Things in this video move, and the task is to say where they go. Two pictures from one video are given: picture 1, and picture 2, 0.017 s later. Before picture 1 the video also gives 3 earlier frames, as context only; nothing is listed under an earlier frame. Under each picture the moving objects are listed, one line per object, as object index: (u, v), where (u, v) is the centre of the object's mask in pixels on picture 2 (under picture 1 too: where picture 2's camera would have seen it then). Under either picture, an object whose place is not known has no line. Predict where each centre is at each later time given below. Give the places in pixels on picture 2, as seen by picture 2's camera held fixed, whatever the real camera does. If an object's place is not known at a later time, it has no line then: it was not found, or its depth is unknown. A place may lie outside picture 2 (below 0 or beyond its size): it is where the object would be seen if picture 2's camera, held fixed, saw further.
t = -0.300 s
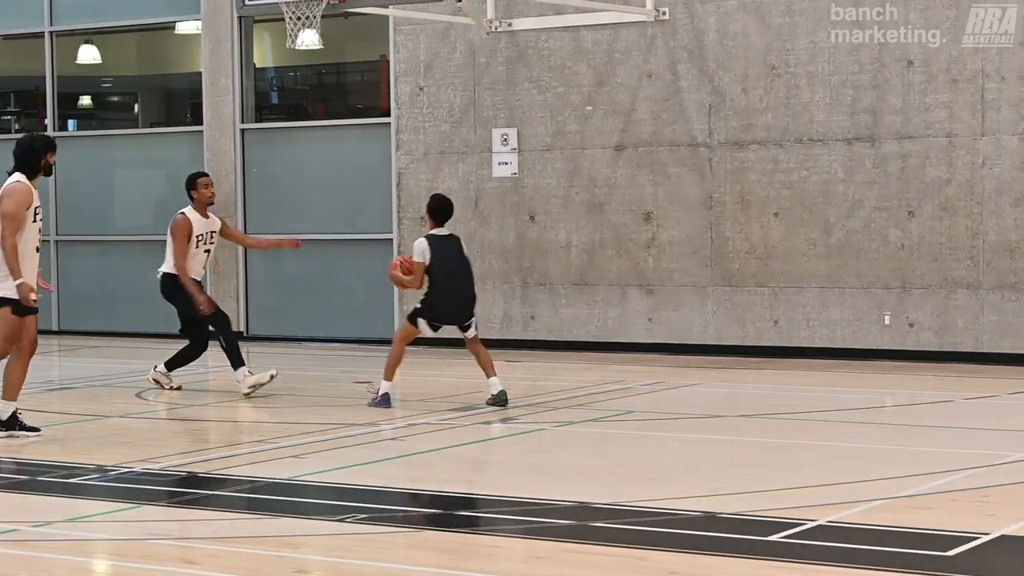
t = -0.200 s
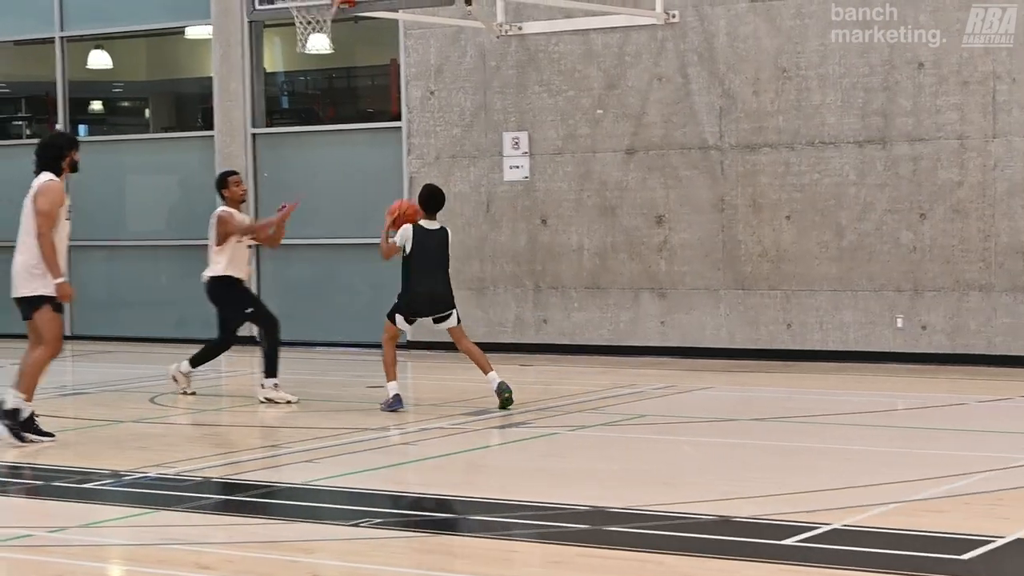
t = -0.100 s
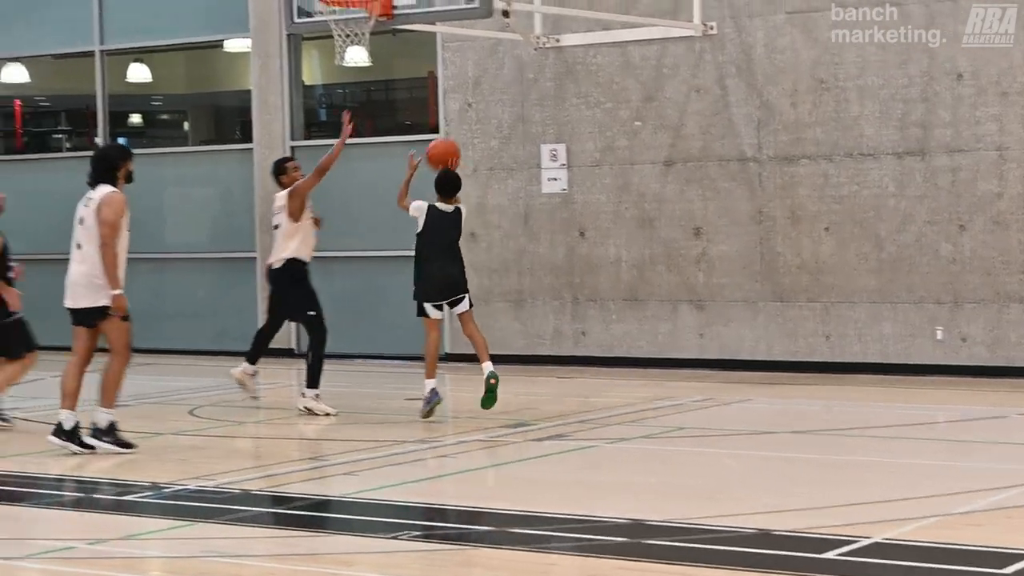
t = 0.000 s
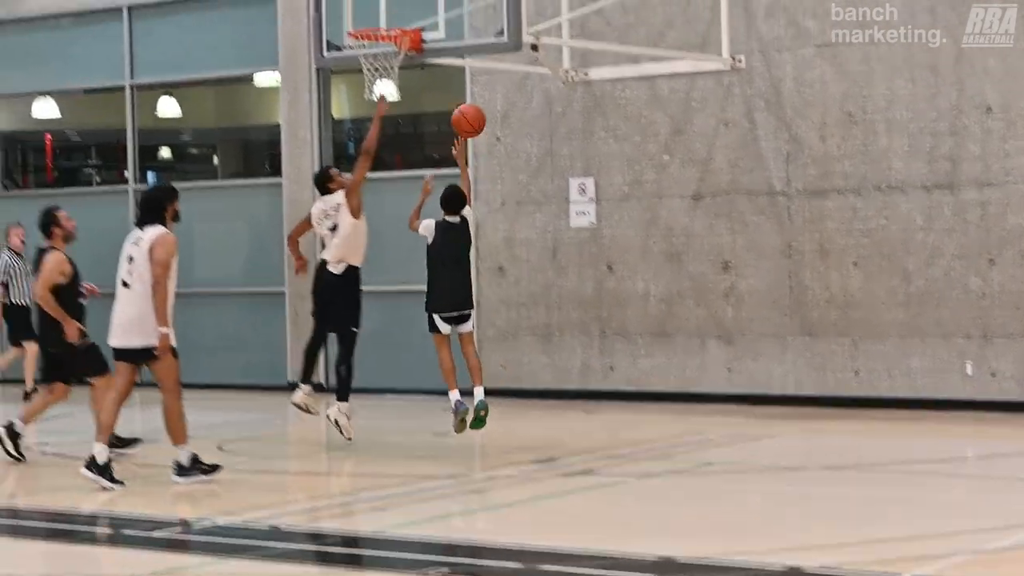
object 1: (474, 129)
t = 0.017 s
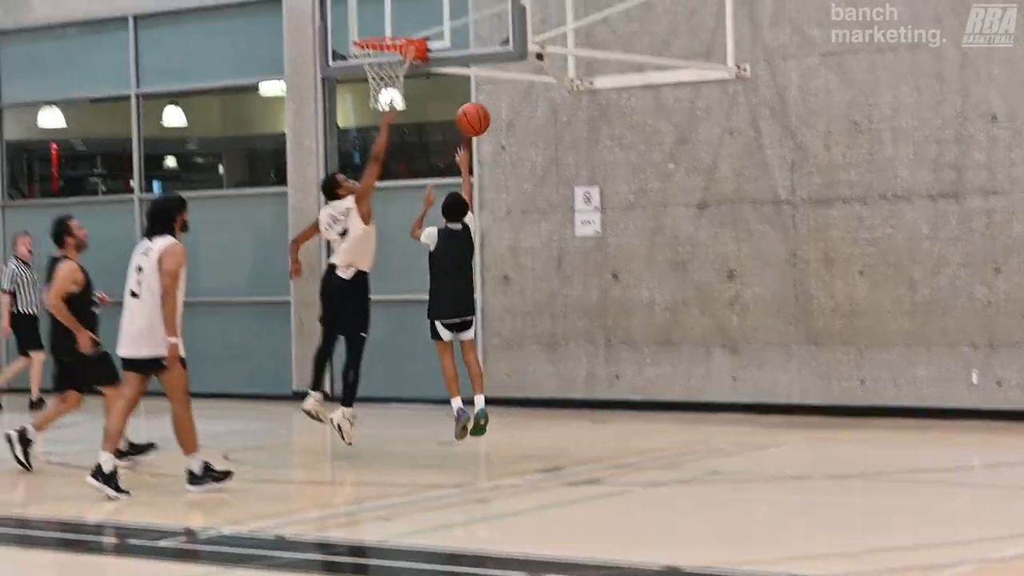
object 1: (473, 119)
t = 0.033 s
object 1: (471, 109)
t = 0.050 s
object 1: (471, 99)
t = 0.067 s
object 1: (469, 90)
